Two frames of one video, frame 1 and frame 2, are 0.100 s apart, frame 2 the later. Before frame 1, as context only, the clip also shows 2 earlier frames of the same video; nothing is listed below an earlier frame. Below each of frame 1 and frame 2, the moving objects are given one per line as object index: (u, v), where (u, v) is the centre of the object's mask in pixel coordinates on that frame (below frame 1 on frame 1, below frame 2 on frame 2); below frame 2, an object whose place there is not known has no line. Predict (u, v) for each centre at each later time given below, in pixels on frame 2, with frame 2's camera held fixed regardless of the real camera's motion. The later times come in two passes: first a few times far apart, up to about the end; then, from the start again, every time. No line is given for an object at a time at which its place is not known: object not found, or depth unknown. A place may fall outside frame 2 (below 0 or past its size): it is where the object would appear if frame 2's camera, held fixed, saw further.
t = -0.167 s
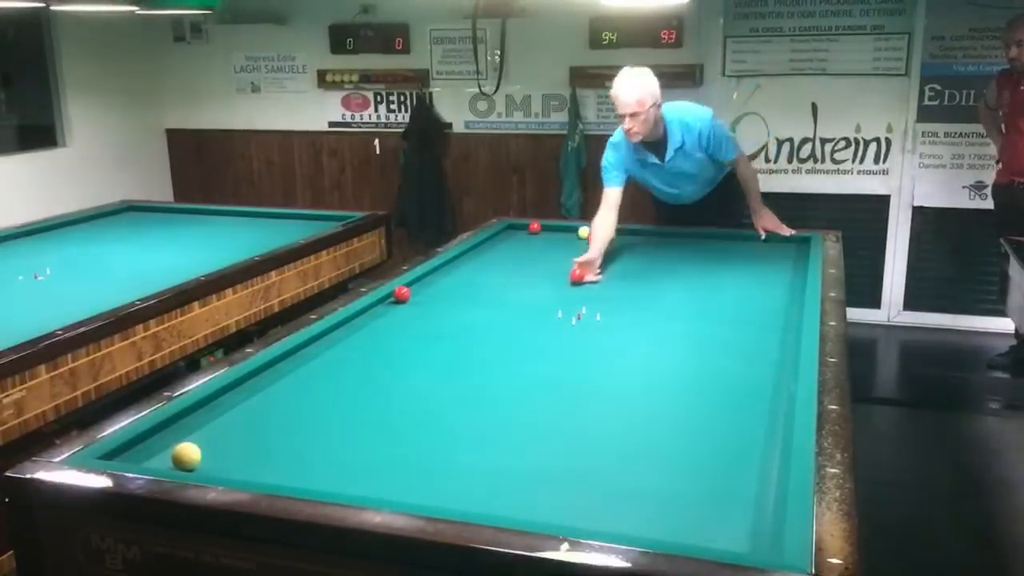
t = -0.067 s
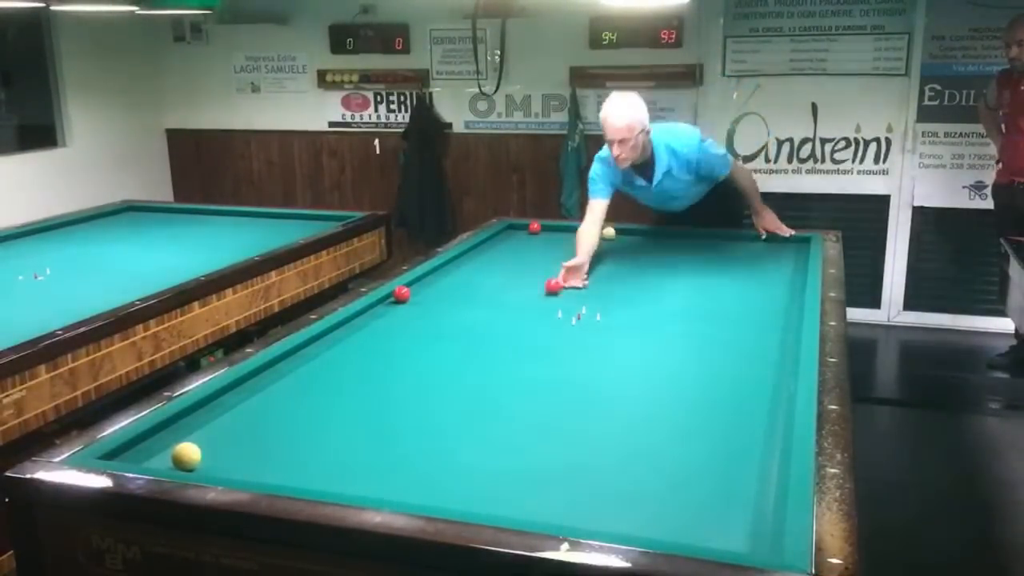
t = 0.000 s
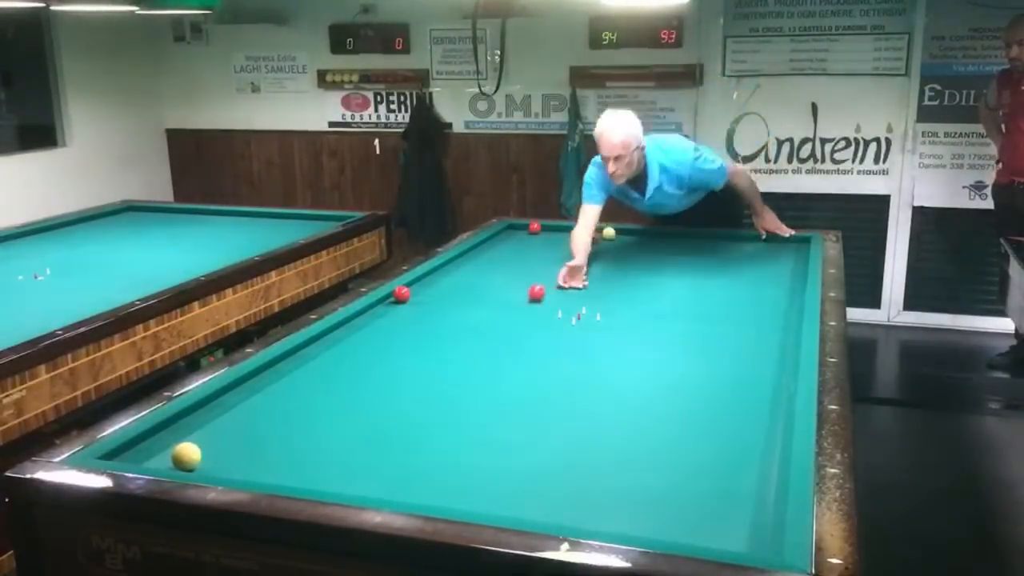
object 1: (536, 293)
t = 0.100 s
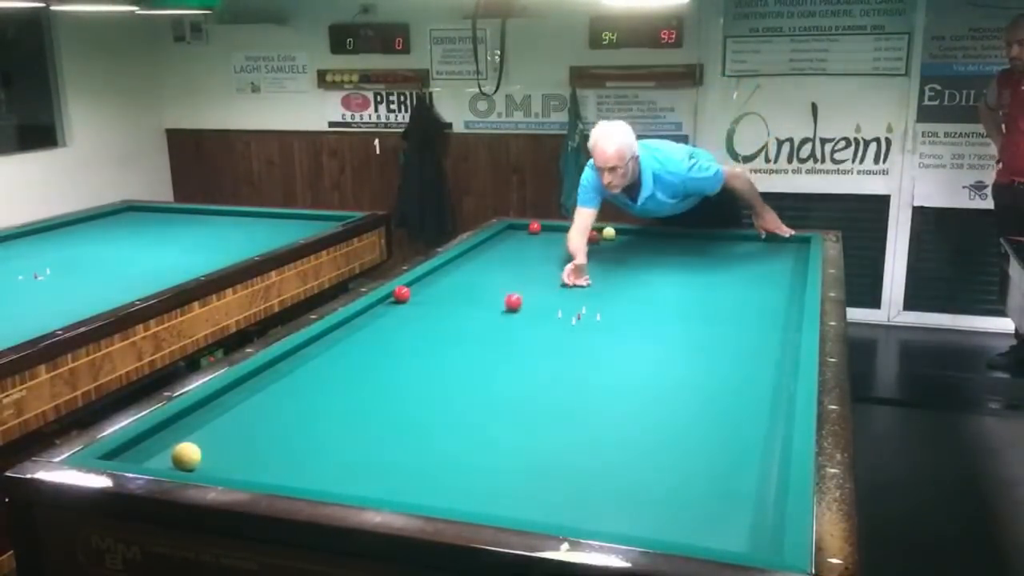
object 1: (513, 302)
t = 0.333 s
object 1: (456, 326)
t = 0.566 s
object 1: (387, 354)
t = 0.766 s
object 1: (318, 382)
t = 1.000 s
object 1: (220, 423)
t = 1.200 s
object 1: (127, 454)
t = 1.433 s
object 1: (183, 422)
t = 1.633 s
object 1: (223, 403)
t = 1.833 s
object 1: (259, 386)
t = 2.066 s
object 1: (296, 369)
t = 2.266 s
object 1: (325, 355)
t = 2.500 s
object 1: (354, 341)
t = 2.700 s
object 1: (377, 330)
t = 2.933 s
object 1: (401, 318)
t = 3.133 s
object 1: (419, 310)
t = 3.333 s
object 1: (437, 301)
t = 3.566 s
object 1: (455, 292)
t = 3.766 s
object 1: (470, 285)
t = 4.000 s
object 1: (485, 278)
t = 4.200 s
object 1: (498, 272)
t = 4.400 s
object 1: (509, 266)
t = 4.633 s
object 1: (522, 260)
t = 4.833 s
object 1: (532, 255)
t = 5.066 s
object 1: (542, 250)
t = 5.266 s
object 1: (551, 246)
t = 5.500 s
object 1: (560, 242)
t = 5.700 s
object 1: (568, 238)
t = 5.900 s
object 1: (574, 235)
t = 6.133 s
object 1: (573, 233)
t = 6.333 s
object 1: (571, 231)
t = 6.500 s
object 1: (570, 231)
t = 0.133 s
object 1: (505, 306)
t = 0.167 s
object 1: (497, 308)
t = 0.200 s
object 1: (489, 312)
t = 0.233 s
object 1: (481, 315)
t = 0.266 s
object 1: (473, 319)
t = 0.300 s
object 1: (464, 322)
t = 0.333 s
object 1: (456, 326)
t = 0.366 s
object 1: (446, 330)
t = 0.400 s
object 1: (437, 333)
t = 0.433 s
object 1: (428, 337)
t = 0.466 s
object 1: (418, 341)
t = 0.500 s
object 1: (408, 345)
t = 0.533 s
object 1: (398, 349)
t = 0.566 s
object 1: (387, 354)
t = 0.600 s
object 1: (377, 358)
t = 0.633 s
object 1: (366, 362)
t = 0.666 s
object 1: (355, 367)
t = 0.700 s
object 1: (343, 372)
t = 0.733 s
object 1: (331, 377)
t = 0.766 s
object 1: (318, 382)
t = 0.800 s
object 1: (306, 387)
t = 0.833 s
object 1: (293, 393)
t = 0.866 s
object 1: (279, 398)
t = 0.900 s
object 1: (265, 404)
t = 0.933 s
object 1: (251, 410)
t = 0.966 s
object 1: (235, 417)
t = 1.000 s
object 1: (220, 423)
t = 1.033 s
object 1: (203, 430)
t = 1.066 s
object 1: (188, 433)
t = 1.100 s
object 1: (170, 441)
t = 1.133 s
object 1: (153, 450)
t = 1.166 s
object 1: (137, 453)
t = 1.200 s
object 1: (127, 454)
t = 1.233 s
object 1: (136, 450)
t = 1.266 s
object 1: (143, 446)
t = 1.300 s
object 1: (150, 439)
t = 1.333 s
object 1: (157, 434)
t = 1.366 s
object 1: (166, 429)
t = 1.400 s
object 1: (175, 426)
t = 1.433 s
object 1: (183, 422)
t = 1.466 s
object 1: (190, 419)
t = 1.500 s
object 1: (197, 416)
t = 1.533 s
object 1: (204, 412)
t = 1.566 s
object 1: (210, 409)
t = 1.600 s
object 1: (216, 406)
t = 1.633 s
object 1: (223, 403)
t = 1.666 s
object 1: (229, 400)
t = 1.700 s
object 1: (235, 397)
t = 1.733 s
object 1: (242, 394)
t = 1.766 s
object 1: (248, 392)
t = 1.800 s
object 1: (253, 389)
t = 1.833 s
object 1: (259, 386)
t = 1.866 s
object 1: (264, 383)
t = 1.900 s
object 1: (270, 381)
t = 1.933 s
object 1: (275, 378)
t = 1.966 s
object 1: (281, 376)
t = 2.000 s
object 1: (286, 373)
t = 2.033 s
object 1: (291, 371)
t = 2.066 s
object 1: (296, 369)
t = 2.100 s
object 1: (300, 366)
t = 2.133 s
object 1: (305, 364)
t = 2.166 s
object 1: (311, 361)
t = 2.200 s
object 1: (315, 359)
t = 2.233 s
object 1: (320, 357)
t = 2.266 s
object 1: (325, 355)
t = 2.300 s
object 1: (329, 353)
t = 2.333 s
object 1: (333, 351)
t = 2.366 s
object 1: (337, 348)
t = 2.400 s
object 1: (342, 347)
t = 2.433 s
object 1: (346, 344)
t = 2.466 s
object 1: (350, 343)
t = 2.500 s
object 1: (354, 341)
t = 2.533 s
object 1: (358, 339)
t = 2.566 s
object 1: (362, 337)
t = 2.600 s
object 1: (365, 335)
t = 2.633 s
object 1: (369, 334)
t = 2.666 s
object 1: (373, 332)
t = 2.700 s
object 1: (377, 330)
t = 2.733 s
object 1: (380, 329)
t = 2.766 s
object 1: (384, 327)
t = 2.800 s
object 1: (387, 325)
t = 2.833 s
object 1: (391, 323)
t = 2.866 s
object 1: (394, 322)
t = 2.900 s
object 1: (397, 320)
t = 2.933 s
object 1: (401, 318)
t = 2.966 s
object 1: (404, 317)
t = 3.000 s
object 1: (407, 316)
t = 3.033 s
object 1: (410, 314)
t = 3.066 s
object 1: (413, 312)
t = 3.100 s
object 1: (416, 311)
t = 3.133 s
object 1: (419, 310)
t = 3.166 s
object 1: (422, 308)
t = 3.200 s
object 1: (425, 307)
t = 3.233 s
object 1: (428, 305)
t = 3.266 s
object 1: (431, 304)
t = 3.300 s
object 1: (434, 303)
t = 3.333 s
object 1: (437, 301)
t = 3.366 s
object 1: (439, 300)
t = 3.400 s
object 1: (442, 298)
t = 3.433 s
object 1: (445, 297)
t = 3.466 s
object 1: (448, 296)
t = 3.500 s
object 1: (450, 295)
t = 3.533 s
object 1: (453, 293)
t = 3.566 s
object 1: (455, 292)
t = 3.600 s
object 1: (458, 291)
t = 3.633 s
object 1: (460, 290)
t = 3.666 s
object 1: (463, 289)
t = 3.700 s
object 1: (465, 288)
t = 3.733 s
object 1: (468, 286)
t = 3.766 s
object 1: (470, 285)
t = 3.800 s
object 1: (472, 284)
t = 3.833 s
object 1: (474, 283)
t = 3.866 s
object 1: (477, 282)
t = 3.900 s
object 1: (479, 281)
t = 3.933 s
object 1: (481, 280)
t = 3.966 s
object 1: (483, 279)
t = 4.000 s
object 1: (485, 278)
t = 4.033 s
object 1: (488, 277)
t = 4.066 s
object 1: (490, 275)
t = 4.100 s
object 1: (492, 275)
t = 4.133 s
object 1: (494, 274)
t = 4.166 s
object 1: (496, 273)
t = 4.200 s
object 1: (498, 272)
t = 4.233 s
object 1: (500, 270)
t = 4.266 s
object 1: (502, 270)
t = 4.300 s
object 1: (503, 269)
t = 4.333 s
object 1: (506, 268)
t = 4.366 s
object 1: (507, 267)
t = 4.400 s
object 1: (509, 266)
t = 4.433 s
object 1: (511, 265)
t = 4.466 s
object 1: (513, 264)
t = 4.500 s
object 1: (515, 264)
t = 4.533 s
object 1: (516, 263)
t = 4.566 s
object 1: (519, 262)
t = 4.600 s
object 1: (520, 261)
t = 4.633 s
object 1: (522, 260)
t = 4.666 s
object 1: (524, 259)
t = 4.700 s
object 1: (525, 259)
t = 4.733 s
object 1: (527, 258)
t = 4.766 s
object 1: (528, 257)
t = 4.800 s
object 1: (530, 256)
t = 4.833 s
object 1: (532, 255)
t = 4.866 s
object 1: (533, 255)
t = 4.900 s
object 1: (535, 254)
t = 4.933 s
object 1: (536, 253)
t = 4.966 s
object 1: (538, 252)
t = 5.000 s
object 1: (539, 251)
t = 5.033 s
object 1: (541, 251)
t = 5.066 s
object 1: (542, 250)
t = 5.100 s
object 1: (544, 250)
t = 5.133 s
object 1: (545, 249)
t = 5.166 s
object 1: (547, 248)
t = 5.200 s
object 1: (548, 247)
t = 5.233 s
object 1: (549, 247)
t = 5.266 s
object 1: (551, 246)
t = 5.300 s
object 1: (552, 246)
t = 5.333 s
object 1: (554, 245)
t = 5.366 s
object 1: (555, 244)
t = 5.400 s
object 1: (556, 243)
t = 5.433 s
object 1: (558, 243)
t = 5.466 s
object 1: (559, 242)
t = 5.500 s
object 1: (560, 242)
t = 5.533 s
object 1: (561, 241)
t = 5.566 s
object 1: (563, 241)
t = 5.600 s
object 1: (564, 240)
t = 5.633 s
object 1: (565, 239)
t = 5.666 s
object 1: (566, 239)
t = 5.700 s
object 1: (568, 238)
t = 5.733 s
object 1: (568, 237)
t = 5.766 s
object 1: (570, 237)
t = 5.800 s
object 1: (571, 236)
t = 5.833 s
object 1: (572, 236)
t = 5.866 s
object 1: (573, 235)
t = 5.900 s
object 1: (574, 235)
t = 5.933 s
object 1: (574, 234)
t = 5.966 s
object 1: (574, 234)
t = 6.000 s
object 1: (574, 234)
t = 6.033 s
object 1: (574, 233)
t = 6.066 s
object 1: (573, 233)
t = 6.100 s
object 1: (573, 233)
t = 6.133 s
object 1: (573, 233)
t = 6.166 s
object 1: (572, 232)
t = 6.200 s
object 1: (572, 232)
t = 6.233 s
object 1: (572, 232)
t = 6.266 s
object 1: (572, 232)
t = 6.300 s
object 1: (571, 232)
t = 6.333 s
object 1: (571, 231)
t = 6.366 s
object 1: (571, 231)
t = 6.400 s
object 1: (570, 231)
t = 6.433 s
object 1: (570, 231)
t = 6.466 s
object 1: (570, 231)
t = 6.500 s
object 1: (570, 231)
